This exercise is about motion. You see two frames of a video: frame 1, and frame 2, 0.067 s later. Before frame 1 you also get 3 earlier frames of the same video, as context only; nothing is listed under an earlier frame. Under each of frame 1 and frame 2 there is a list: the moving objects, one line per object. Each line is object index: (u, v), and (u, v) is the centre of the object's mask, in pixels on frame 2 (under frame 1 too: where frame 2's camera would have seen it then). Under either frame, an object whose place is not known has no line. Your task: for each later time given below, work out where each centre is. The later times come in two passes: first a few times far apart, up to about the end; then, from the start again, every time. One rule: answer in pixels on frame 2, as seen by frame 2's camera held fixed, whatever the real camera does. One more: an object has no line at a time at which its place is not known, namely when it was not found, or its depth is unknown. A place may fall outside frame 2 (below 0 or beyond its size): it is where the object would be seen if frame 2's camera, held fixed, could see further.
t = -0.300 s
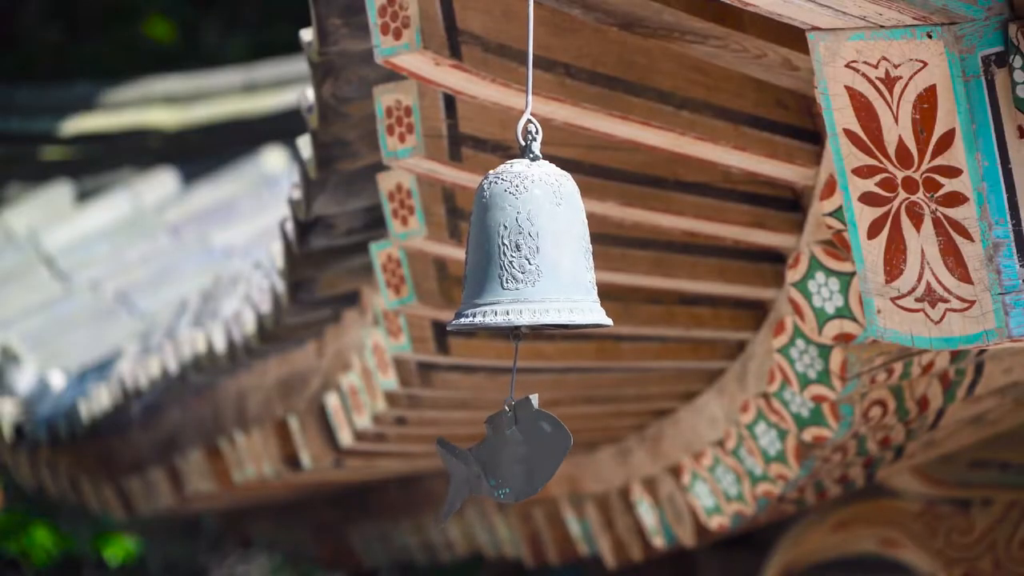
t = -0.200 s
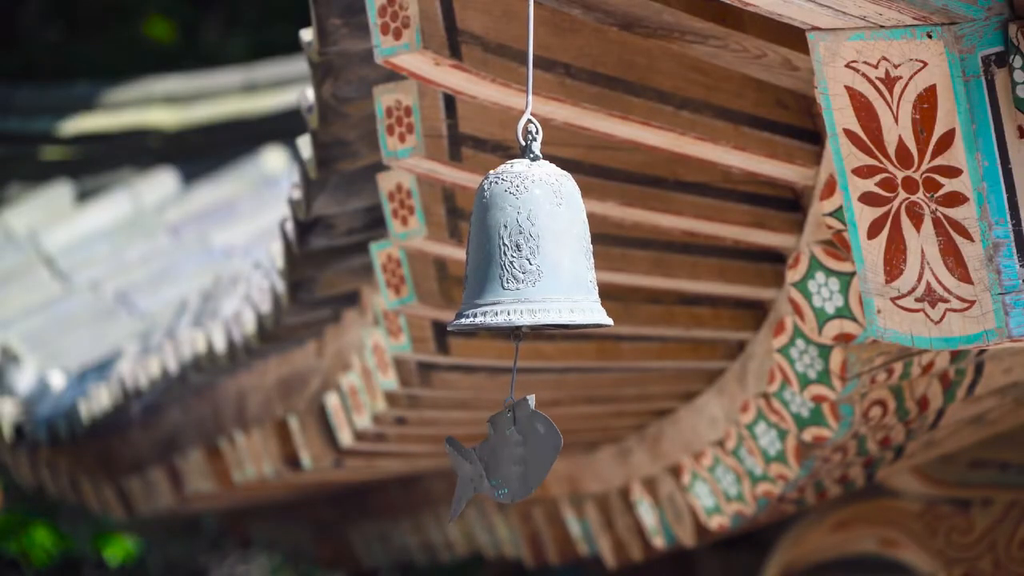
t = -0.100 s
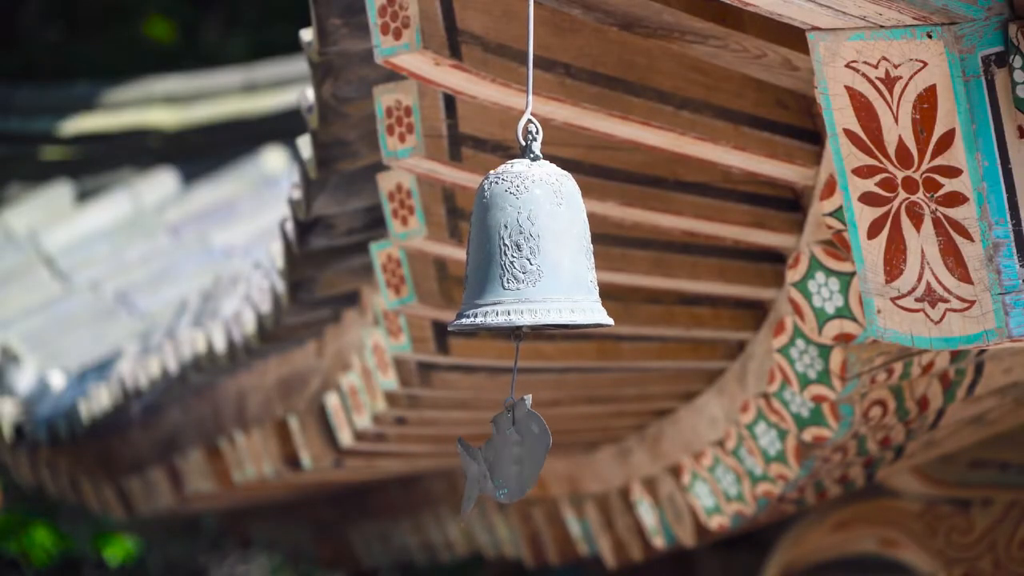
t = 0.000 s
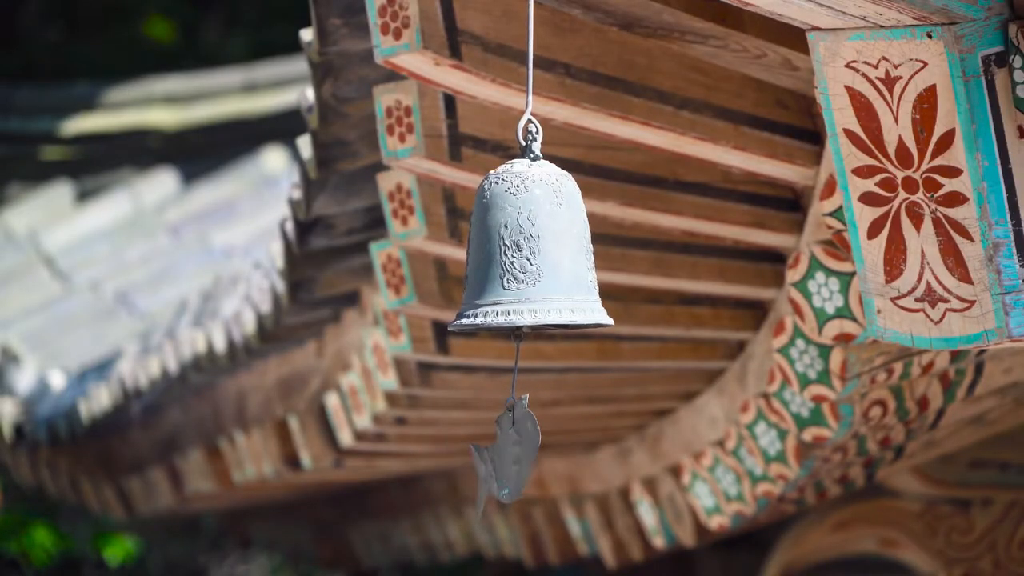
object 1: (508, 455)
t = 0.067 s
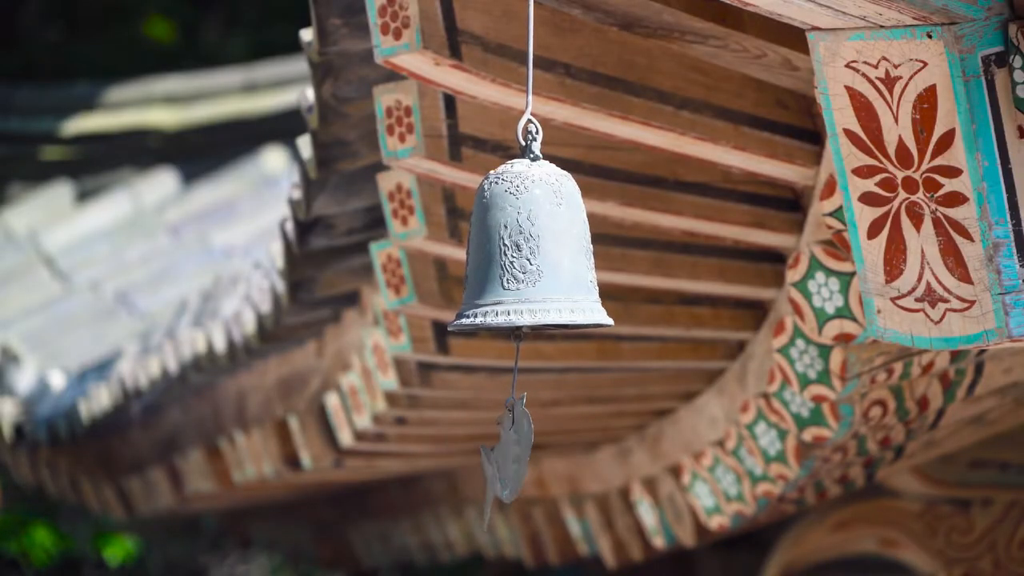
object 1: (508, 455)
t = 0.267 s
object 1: (508, 447)
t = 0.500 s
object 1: (507, 461)
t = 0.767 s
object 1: (506, 456)
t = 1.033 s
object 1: (506, 455)
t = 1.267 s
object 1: (512, 455)
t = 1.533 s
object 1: (515, 457)
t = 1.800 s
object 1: (512, 457)
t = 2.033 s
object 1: (504, 455)
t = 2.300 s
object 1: (502, 455)
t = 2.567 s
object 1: (510, 455)
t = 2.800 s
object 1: (509, 456)
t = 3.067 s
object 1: (506, 454)
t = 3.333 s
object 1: (510, 456)
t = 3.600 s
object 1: (513, 456)
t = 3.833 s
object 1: (510, 456)
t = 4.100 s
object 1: (510, 456)
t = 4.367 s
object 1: (511, 457)
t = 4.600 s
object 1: (508, 456)
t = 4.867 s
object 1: (506, 454)
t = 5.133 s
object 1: (506, 455)
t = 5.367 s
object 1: (510, 455)
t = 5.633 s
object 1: (515, 455)
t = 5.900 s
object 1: (511, 455)
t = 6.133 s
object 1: (513, 455)
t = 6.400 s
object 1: (513, 456)
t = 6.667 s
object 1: (513, 456)
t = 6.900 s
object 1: (513, 456)
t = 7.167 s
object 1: (513, 457)
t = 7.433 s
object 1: (512, 456)
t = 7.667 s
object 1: (513, 456)
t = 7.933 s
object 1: (516, 457)
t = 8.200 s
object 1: (515, 456)
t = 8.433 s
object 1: (514, 456)
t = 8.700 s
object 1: (512, 456)
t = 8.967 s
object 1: (512, 456)
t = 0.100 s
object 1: (508, 455)
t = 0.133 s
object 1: (508, 454)
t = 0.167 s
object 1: (509, 451)
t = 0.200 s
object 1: (508, 450)
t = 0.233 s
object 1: (508, 448)
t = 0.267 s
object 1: (508, 447)
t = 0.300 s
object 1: (508, 444)
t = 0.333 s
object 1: (508, 459)
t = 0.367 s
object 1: (507, 459)
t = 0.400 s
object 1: (507, 461)
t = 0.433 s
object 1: (506, 461)
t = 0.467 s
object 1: (507, 458)
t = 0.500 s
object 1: (507, 461)
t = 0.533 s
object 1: (507, 461)
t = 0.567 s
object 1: (507, 460)
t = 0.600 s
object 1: (508, 454)
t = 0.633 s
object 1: (508, 450)
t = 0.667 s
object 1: (508, 451)
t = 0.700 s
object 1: (507, 450)
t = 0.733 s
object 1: (506, 454)
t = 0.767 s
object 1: (506, 456)
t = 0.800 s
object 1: (506, 456)
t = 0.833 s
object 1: (506, 456)
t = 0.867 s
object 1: (506, 455)
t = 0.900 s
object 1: (506, 455)
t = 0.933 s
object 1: (505, 456)
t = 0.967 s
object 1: (505, 456)
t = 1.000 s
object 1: (506, 456)
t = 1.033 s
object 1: (506, 455)
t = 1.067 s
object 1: (507, 455)
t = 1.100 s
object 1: (508, 455)
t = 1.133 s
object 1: (508, 456)
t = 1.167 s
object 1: (509, 456)
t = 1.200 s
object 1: (510, 455)
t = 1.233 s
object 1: (511, 455)
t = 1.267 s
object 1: (512, 455)
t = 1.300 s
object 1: (513, 455)
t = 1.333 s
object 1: (513, 455)
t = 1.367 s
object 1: (513, 456)
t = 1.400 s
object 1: (514, 456)
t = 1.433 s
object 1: (514, 456)
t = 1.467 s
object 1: (515, 456)
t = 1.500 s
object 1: (515, 457)
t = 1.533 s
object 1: (515, 457)
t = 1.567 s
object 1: (515, 457)
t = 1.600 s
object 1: (515, 457)
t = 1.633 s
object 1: (514, 457)
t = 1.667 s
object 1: (514, 457)
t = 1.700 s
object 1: (514, 457)
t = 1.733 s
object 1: (513, 457)
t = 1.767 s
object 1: (513, 457)
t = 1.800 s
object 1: (512, 457)
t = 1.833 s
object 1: (512, 456)
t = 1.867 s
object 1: (511, 456)
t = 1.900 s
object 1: (509, 456)
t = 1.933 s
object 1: (508, 456)
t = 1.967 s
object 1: (507, 456)
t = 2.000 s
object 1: (506, 455)
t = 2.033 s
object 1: (504, 455)
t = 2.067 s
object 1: (503, 455)
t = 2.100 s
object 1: (502, 455)
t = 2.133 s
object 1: (501, 455)
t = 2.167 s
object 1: (501, 455)
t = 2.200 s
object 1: (500, 455)
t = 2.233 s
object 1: (500, 455)
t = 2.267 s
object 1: (501, 455)
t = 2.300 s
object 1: (502, 455)
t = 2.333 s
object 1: (503, 455)
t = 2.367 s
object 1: (505, 455)
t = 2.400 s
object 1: (506, 455)
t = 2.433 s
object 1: (507, 455)
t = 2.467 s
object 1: (508, 455)
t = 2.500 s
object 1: (509, 455)
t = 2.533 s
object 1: (510, 456)
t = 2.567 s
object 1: (510, 455)
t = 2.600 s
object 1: (511, 456)
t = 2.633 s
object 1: (511, 455)
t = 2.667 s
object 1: (511, 455)
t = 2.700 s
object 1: (511, 455)
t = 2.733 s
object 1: (510, 455)
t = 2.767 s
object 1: (510, 455)
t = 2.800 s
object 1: (509, 456)
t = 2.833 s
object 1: (508, 455)
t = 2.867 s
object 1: (507, 455)
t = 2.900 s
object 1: (507, 455)
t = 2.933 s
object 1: (507, 455)
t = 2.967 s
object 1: (506, 455)
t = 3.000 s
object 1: (506, 454)
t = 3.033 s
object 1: (506, 455)
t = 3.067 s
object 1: (506, 454)
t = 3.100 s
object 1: (506, 455)
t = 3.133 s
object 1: (506, 455)
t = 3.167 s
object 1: (506, 455)
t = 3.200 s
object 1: (506, 456)
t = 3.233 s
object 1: (507, 456)
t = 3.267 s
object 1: (508, 456)
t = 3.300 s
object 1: (509, 456)
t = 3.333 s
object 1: (510, 456)
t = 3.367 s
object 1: (512, 456)
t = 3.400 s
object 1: (512, 456)
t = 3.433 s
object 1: (513, 456)
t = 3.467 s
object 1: (513, 456)
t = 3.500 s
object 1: (513, 456)
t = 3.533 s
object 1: (513, 456)
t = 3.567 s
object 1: (513, 456)
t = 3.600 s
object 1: (513, 456)
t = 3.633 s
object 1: (512, 456)
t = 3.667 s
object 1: (512, 456)
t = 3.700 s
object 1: (511, 456)
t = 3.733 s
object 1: (511, 456)
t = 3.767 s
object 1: (510, 456)
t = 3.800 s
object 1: (510, 456)
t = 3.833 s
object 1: (510, 456)
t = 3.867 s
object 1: (510, 456)
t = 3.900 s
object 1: (510, 456)
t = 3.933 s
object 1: (510, 456)
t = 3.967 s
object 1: (510, 456)
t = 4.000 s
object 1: (510, 456)
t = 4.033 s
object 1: (510, 456)
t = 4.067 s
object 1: (510, 456)
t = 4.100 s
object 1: (510, 456)
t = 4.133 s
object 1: (510, 456)
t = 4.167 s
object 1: (510, 456)
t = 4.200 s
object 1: (510, 456)
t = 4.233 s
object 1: (510, 456)
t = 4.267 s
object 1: (511, 456)
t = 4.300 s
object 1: (511, 457)
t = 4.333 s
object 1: (511, 457)
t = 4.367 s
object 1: (511, 457)
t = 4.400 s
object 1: (512, 457)
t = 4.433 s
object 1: (512, 457)
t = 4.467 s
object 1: (511, 457)
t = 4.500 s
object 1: (511, 457)
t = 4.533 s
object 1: (510, 457)
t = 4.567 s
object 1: (509, 456)
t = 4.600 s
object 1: (508, 456)
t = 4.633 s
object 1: (508, 456)
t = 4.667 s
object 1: (508, 456)
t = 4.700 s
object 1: (507, 456)
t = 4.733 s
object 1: (507, 456)
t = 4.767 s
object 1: (507, 456)
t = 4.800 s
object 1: (506, 455)
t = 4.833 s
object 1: (507, 454)
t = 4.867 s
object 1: (506, 454)
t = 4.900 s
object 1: (506, 455)
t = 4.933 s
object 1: (506, 455)
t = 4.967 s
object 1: (506, 455)
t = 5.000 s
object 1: (506, 455)
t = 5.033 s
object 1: (506, 455)
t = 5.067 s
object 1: (506, 455)
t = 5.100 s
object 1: (506, 455)
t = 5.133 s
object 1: (506, 455)
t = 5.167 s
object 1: (506, 455)
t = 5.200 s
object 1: (507, 455)
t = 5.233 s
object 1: (507, 455)
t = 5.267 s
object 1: (508, 454)
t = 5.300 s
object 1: (508, 455)
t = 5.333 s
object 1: (509, 455)
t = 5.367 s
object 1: (510, 455)
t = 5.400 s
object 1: (510, 455)
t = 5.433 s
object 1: (511, 455)
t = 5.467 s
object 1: (512, 455)
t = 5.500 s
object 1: (513, 456)
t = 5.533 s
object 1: (514, 455)
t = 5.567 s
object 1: (514, 455)
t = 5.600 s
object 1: (515, 455)
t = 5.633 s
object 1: (515, 455)
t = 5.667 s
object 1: (514, 455)
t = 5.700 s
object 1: (514, 455)
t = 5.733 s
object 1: (513, 455)
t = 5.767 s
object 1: (513, 455)
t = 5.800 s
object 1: (512, 455)
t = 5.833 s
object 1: (512, 455)
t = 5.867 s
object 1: (511, 455)
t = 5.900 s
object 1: (511, 455)
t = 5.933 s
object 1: (511, 455)
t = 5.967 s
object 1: (511, 455)
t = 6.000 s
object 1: (512, 456)
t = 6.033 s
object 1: (512, 456)
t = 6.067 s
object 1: (513, 456)
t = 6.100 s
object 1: (513, 456)
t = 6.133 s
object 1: (513, 455)
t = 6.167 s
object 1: (513, 456)
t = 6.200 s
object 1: (513, 456)
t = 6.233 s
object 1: (513, 456)
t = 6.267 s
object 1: (514, 455)
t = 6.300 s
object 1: (514, 455)
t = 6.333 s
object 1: (514, 455)
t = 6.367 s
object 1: (513, 456)
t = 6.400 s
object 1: (513, 456)
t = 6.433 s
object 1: (513, 456)
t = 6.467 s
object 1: (513, 457)
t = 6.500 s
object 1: (513, 457)
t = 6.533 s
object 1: (513, 456)
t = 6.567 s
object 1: (513, 456)
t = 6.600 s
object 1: (513, 456)
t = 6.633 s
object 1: (513, 456)
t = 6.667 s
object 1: (513, 456)
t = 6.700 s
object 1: (513, 456)
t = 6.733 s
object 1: (512, 456)
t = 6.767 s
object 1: (512, 456)
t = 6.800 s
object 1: (512, 456)
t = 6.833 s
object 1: (512, 456)
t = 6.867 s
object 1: (512, 456)
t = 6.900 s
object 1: (513, 456)
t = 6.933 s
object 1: (514, 456)
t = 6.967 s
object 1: (514, 456)
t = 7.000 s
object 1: (514, 456)
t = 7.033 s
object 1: (514, 457)
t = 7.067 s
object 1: (514, 457)
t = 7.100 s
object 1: (514, 457)
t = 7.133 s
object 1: (513, 457)
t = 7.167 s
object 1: (513, 457)
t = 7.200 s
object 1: (512, 456)
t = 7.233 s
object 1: (512, 456)
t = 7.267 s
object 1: (512, 456)
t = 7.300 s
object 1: (511, 456)
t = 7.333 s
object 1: (512, 456)
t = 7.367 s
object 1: (512, 456)
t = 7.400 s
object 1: (512, 456)
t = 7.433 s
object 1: (512, 456)
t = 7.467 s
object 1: (512, 456)
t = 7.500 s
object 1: (513, 456)
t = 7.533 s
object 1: (513, 456)
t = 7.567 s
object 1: (513, 456)
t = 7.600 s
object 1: (513, 456)
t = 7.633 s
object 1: (513, 456)
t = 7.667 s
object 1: (513, 456)
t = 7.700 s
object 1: (514, 456)
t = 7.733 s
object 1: (514, 456)
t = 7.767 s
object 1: (514, 456)
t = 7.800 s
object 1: (515, 457)
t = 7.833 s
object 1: (515, 457)
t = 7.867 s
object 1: (516, 457)
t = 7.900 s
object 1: (516, 457)
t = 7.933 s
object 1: (516, 457)
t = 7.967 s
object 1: (517, 457)
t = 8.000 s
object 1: (517, 457)
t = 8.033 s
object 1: (517, 457)
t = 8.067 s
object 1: (516, 457)
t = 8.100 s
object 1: (516, 457)
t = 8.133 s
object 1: (516, 456)
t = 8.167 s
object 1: (516, 456)
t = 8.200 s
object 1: (515, 456)
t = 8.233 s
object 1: (514, 456)
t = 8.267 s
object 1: (514, 456)
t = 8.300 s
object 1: (513, 456)
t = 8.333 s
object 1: (513, 456)
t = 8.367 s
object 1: (513, 456)
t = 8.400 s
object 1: (513, 456)
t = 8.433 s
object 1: (514, 456)
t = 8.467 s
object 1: (514, 456)
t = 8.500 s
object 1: (514, 456)
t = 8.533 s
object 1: (514, 456)
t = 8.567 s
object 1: (514, 456)
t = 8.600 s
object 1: (514, 456)
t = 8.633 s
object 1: (514, 456)
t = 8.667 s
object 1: (513, 456)
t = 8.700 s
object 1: (512, 456)
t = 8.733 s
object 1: (511, 456)
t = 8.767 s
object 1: (511, 456)
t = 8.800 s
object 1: (510, 456)
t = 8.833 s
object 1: (510, 457)
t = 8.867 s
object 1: (510, 457)
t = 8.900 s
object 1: (510, 457)
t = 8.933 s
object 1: (511, 456)
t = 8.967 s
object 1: (512, 456)
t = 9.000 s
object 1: (512, 456)
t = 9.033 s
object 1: (513, 456)
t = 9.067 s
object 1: (514, 456)
